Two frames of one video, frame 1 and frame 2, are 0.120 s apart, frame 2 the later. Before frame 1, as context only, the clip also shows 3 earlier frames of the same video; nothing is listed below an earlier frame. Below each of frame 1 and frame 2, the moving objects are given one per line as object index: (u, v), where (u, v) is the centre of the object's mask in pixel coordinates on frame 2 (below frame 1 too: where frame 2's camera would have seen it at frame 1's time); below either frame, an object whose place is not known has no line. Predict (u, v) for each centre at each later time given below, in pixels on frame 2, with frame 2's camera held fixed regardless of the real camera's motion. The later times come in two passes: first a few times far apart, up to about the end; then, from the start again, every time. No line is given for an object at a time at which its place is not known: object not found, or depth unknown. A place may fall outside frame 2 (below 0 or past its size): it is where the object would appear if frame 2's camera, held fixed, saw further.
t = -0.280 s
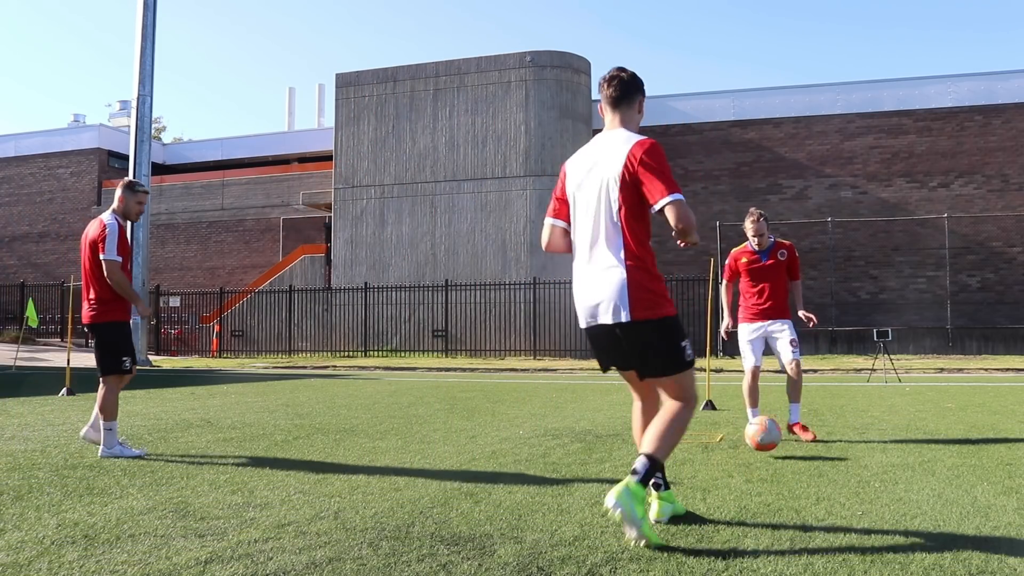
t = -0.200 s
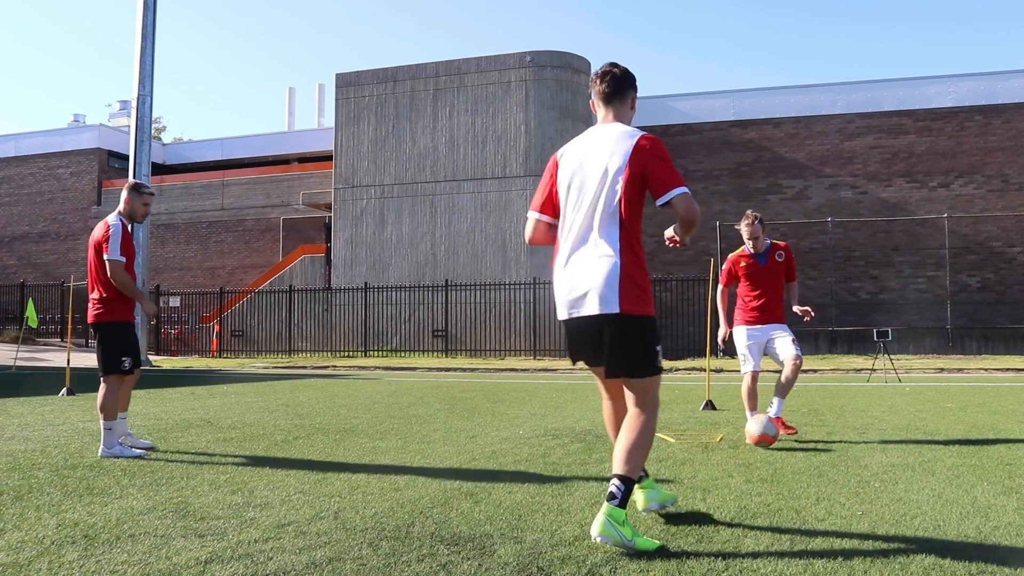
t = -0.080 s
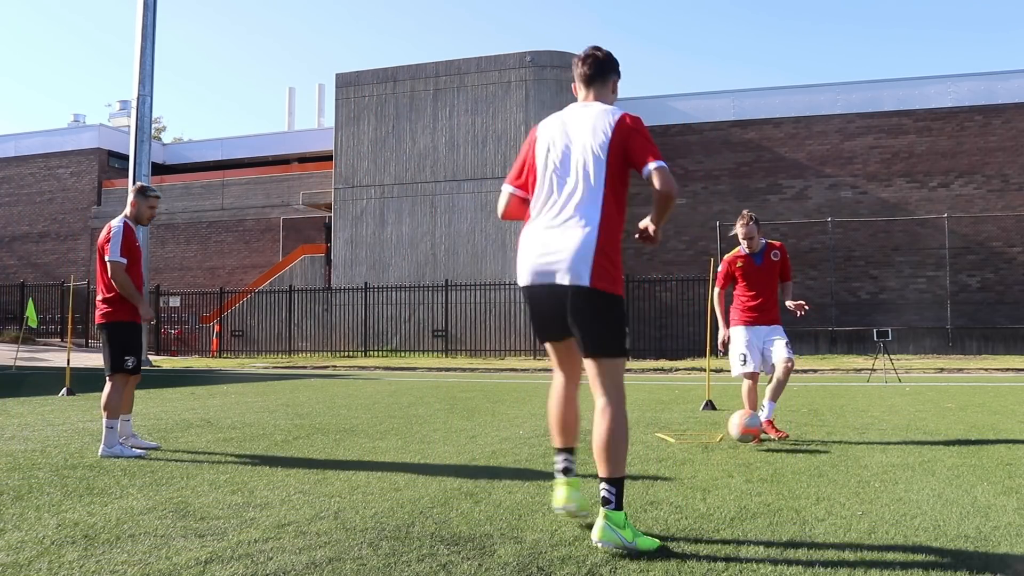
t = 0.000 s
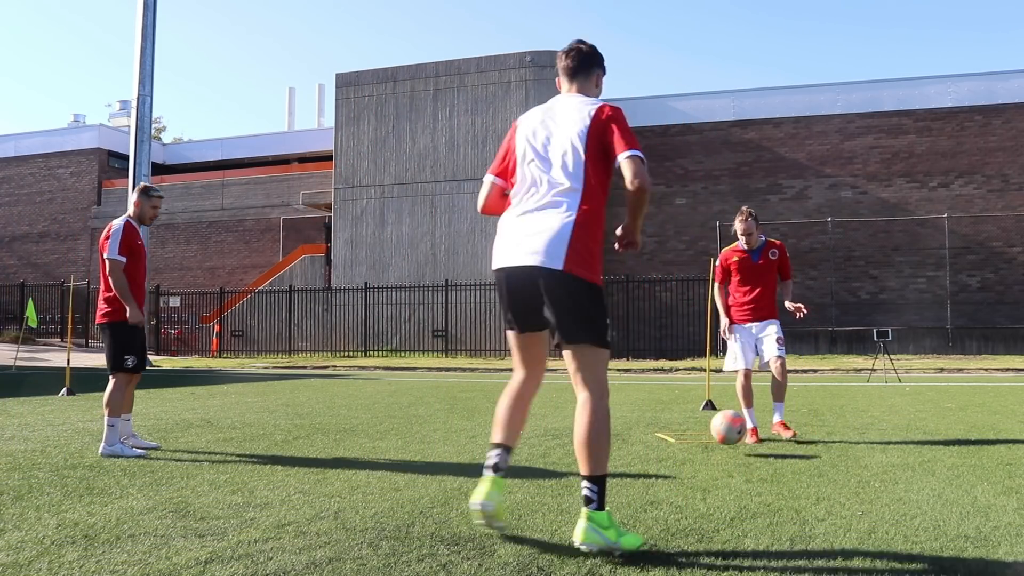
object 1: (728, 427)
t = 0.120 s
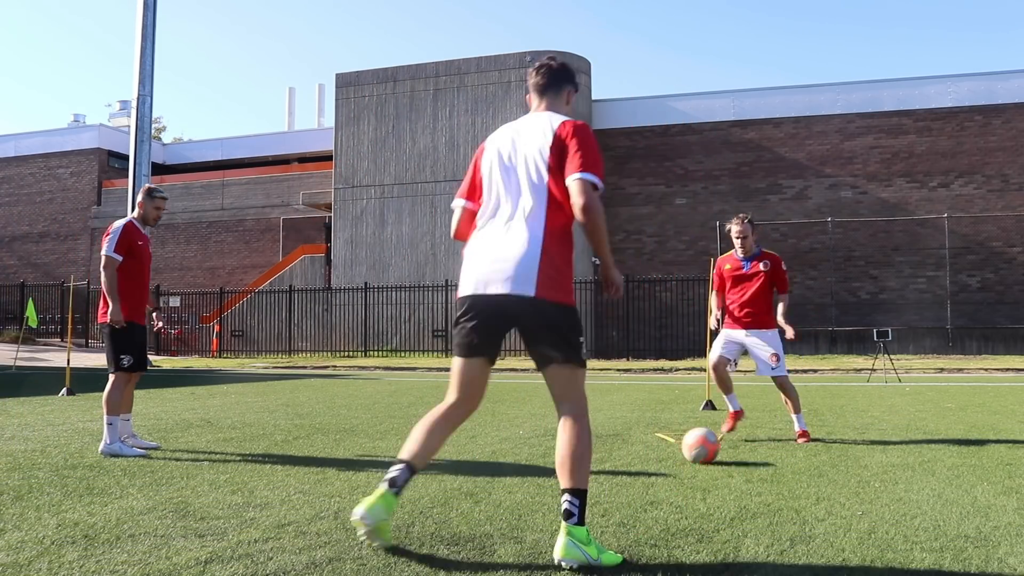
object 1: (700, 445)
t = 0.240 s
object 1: (672, 447)
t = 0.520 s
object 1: (596, 468)
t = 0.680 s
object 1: (543, 479)
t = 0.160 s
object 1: (691, 443)
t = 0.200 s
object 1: (682, 444)
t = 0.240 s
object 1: (672, 447)
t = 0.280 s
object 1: (663, 453)
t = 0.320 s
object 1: (652, 455)
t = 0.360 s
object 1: (642, 455)
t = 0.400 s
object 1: (631, 458)
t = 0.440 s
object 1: (619, 464)
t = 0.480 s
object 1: (608, 465)
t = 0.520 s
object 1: (596, 468)
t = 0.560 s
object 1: (583, 471)
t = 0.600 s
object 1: (570, 473)
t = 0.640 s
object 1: (557, 476)
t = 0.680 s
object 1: (543, 479)
